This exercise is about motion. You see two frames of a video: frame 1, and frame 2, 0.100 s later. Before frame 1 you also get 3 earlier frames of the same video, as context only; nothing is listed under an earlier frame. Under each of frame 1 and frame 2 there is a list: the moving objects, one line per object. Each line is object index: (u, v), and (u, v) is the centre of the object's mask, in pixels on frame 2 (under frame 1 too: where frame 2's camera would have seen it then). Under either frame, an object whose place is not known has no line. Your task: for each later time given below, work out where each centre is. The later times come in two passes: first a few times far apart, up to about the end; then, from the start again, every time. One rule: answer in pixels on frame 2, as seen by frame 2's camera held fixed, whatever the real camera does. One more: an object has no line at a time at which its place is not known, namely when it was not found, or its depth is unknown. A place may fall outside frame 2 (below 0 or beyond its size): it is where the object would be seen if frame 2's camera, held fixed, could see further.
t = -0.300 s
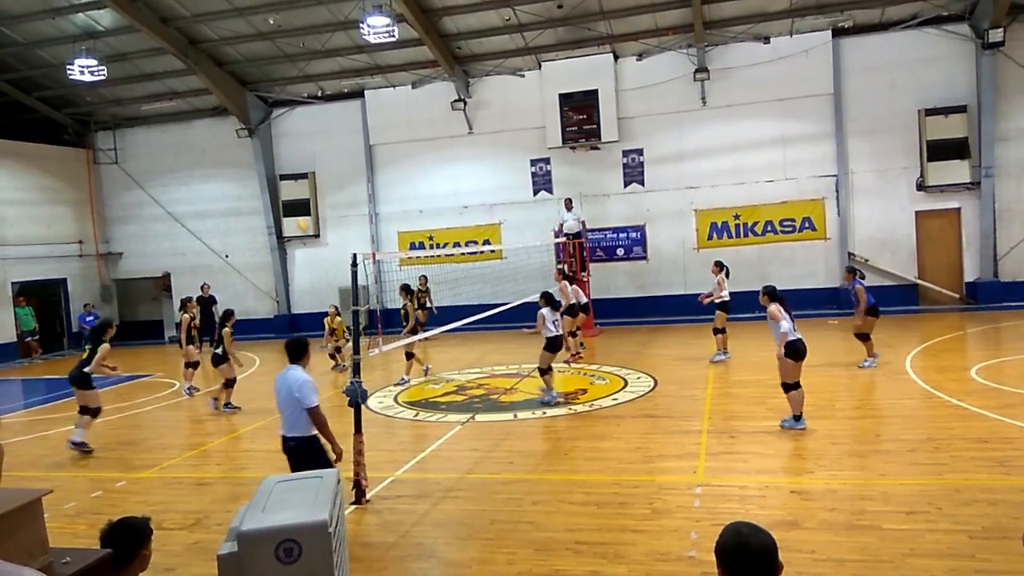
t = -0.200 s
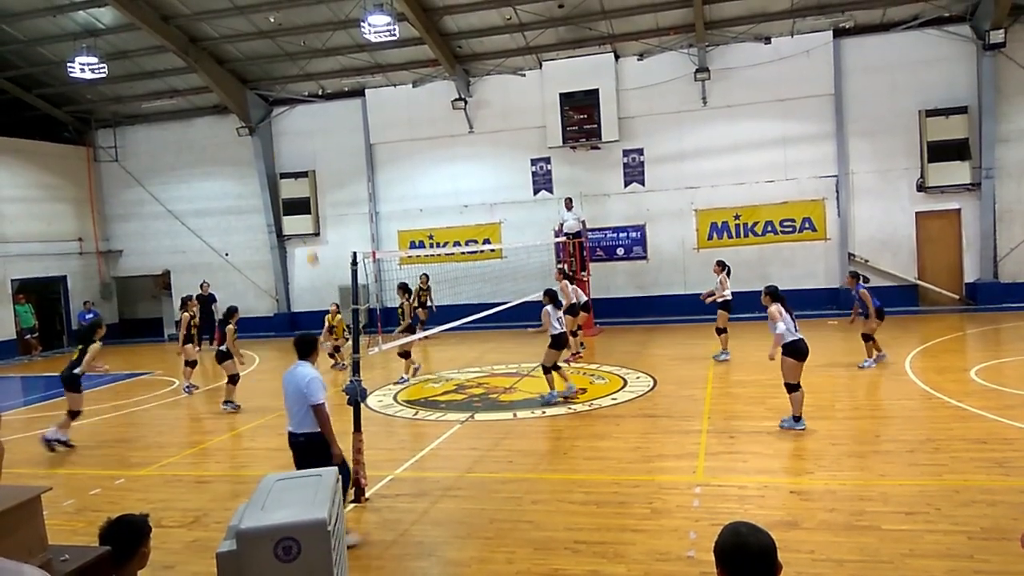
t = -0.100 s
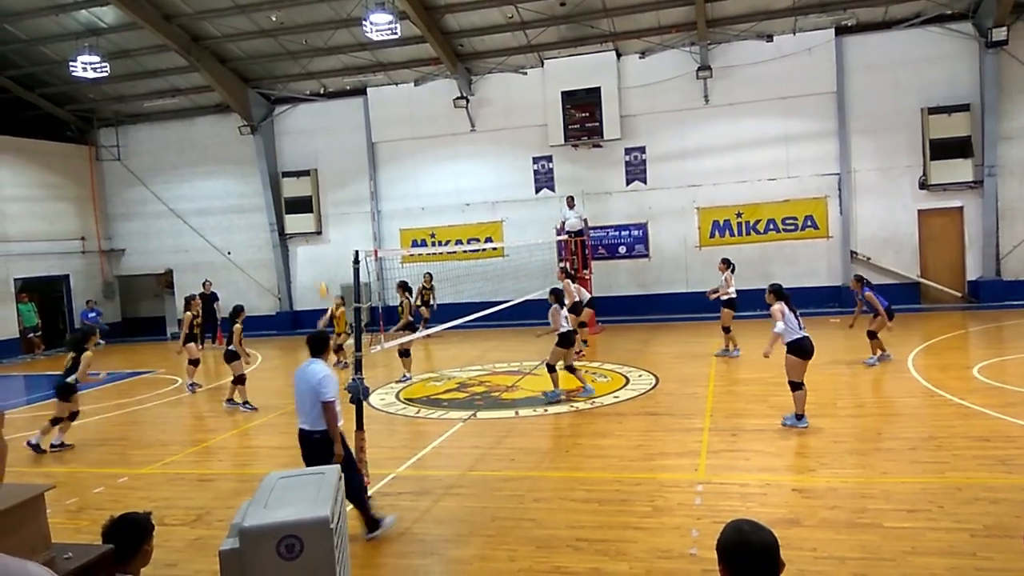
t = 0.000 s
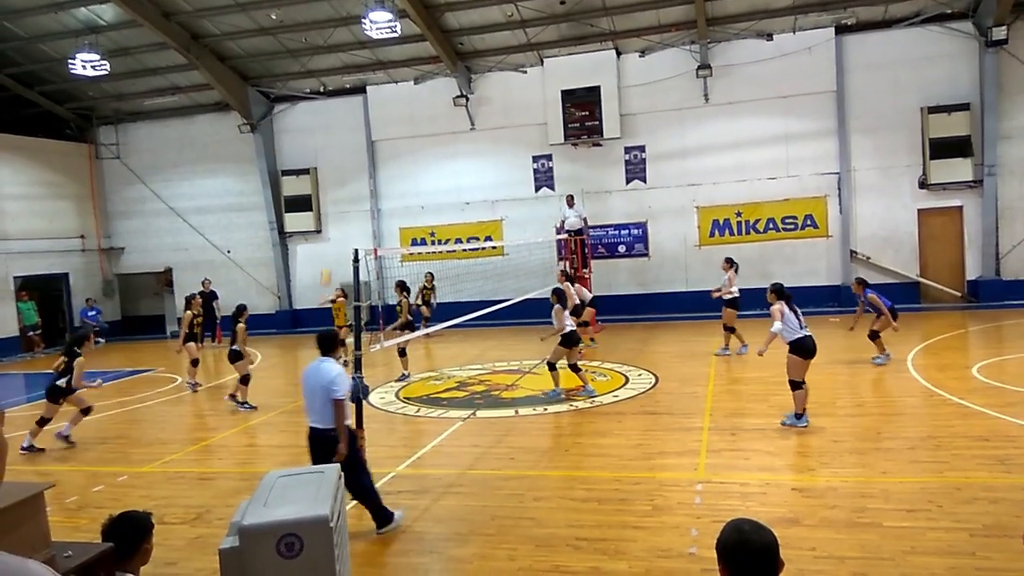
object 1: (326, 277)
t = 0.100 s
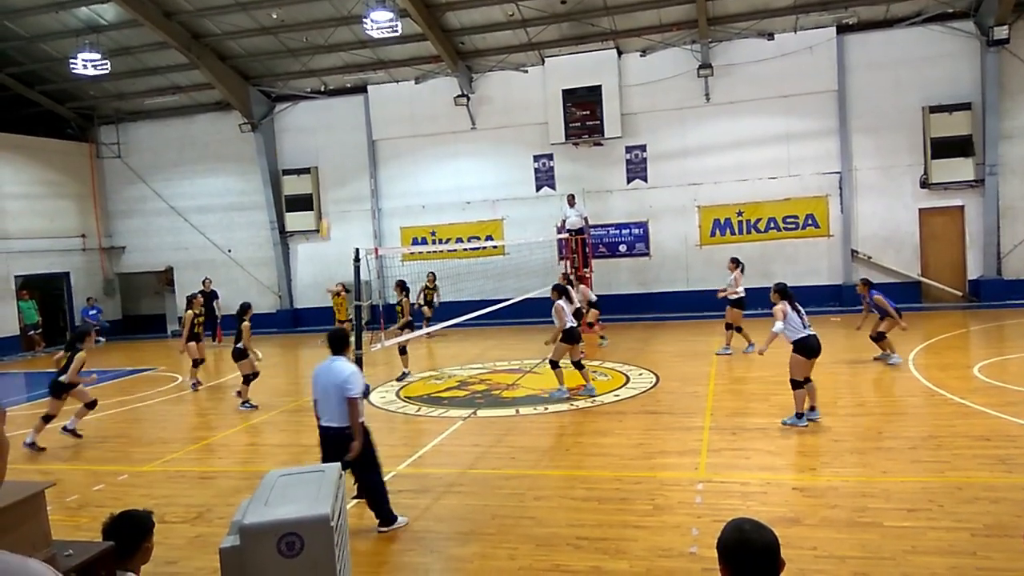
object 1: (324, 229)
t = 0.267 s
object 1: (323, 161)
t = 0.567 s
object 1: (326, 79)
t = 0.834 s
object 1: (336, 46)
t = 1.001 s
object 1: (343, 46)
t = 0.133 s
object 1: (323, 215)
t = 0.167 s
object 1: (323, 200)
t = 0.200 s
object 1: (323, 187)
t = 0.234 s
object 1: (323, 174)
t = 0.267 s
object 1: (323, 161)
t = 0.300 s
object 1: (324, 150)
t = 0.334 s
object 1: (324, 139)
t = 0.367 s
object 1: (324, 129)
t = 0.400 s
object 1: (324, 119)
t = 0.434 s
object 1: (325, 110)
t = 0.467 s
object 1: (325, 100)
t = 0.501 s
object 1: (325, 92)
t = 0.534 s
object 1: (327, 86)
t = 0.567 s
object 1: (326, 79)
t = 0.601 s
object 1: (327, 72)
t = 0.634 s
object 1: (328, 67)
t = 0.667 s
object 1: (329, 61)
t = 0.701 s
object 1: (330, 56)
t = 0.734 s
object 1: (332, 52)
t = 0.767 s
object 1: (333, 49)
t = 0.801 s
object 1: (335, 47)
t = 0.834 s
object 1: (336, 46)
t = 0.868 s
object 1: (336, 45)
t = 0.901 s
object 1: (338, 44)
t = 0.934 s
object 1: (340, 44)
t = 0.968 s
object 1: (342, 45)
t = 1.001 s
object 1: (343, 46)
